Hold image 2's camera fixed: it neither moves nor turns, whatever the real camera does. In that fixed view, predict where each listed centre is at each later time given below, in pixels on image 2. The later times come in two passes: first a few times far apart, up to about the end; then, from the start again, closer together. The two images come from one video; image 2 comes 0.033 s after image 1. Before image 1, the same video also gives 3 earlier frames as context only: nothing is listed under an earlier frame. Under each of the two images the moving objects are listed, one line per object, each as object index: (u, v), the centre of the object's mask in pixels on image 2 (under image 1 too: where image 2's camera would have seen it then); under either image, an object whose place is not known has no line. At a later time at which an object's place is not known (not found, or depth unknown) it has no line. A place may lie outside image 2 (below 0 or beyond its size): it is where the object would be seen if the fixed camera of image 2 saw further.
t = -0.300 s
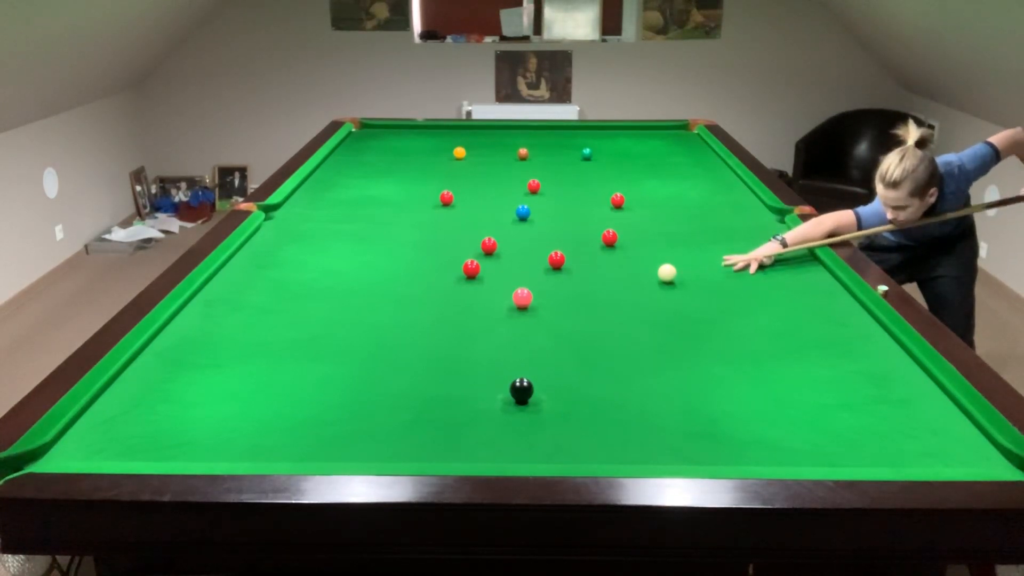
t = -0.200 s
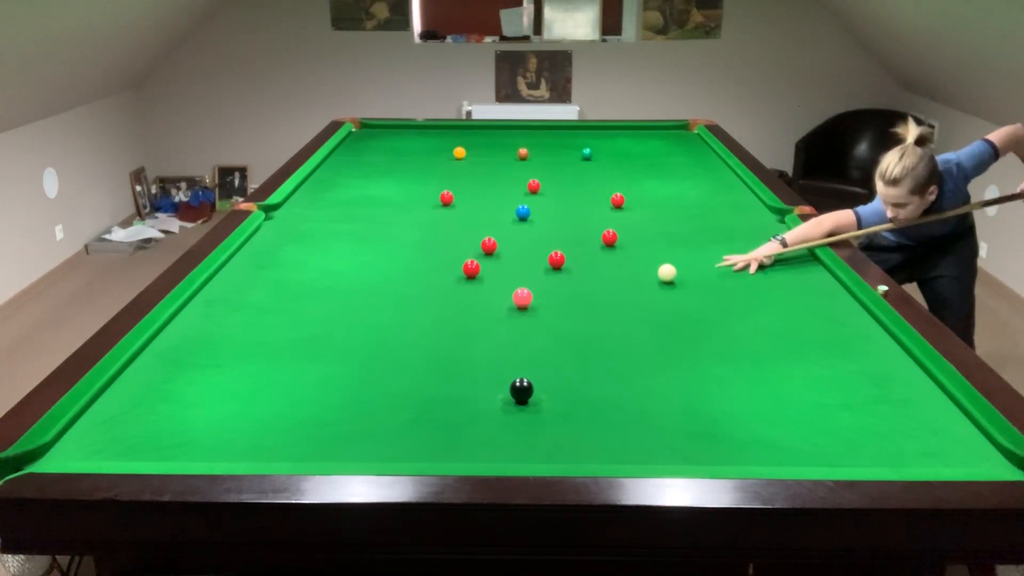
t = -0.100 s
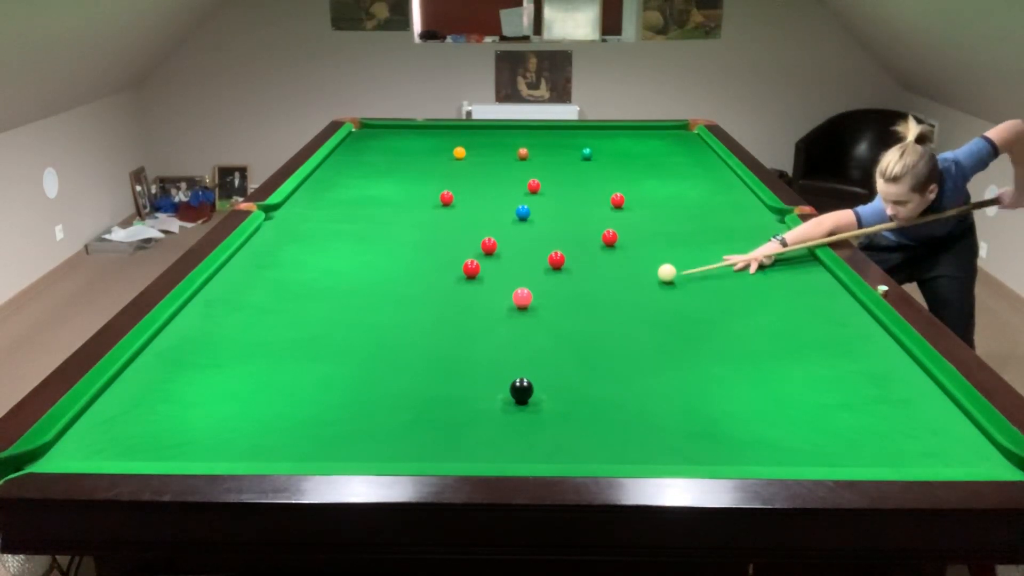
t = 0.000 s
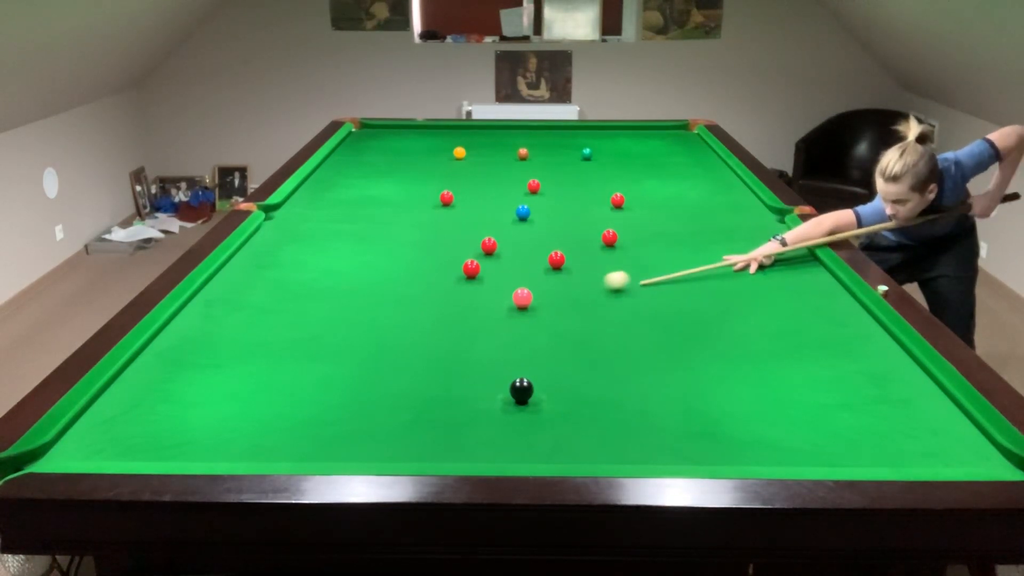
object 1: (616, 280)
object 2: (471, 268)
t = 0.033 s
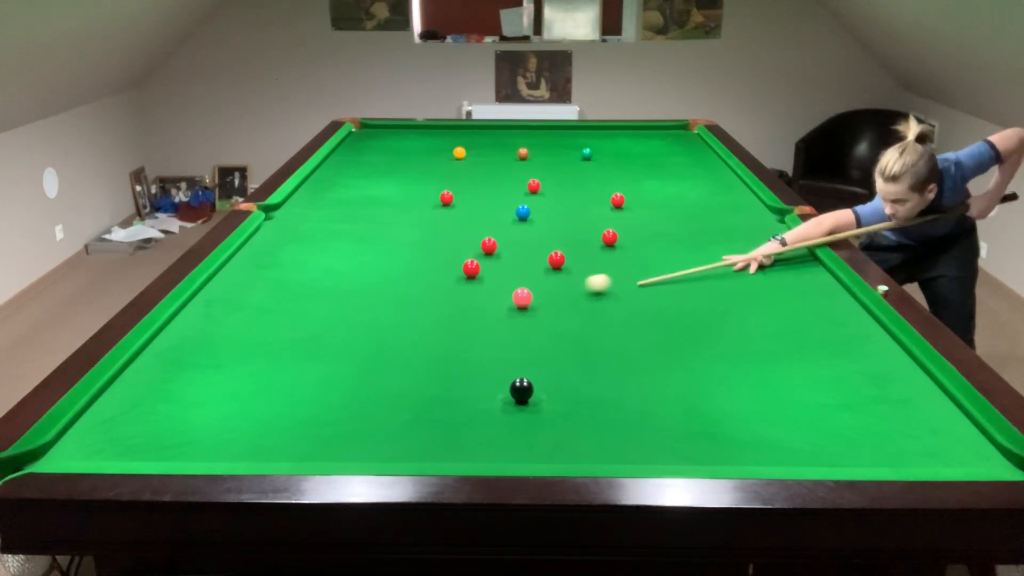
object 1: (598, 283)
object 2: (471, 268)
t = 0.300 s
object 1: (522, 287)
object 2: (471, 268)
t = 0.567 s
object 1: (507, 279)
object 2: (471, 268)
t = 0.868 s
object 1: (492, 270)
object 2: (471, 268)
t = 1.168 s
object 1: (488, 263)
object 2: (464, 268)
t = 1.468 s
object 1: (487, 257)
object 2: (459, 268)
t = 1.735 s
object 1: (485, 253)
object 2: (455, 268)
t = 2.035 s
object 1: (483, 250)
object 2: (455, 268)
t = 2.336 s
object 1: (481, 250)
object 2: (455, 268)
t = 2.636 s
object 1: (482, 250)
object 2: (455, 268)
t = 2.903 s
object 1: (482, 250)
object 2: (455, 268)
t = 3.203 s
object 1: (482, 250)
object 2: (455, 268)
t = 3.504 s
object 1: (482, 250)
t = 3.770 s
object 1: (482, 250)
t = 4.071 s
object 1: (481, 250)
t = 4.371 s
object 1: (482, 250)
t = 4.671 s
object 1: (482, 250)
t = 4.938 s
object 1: (482, 250)
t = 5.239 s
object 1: (482, 250)
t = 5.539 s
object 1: (482, 250)
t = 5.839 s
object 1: (482, 250)
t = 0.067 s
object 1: (578, 286)
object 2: (471, 268)
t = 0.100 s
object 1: (560, 289)
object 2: (471, 268)
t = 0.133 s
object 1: (543, 291)
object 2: (471, 268)
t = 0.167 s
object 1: (533, 292)
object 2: (471, 268)
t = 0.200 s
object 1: (529, 291)
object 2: (471, 268)
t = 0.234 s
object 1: (526, 289)
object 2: (471, 268)
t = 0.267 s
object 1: (524, 288)
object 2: (471, 268)
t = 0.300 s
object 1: (522, 287)
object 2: (471, 268)
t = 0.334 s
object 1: (520, 286)
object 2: (471, 268)
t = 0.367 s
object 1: (518, 285)
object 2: (471, 268)
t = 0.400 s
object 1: (516, 284)
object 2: (471, 268)
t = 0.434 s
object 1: (514, 283)
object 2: (471, 268)
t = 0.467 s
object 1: (512, 282)
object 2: (471, 268)
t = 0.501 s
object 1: (511, 281)
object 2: (471, 268)
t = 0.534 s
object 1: (509, 280)
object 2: (471, 268)
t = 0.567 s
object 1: (507, 279)
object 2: (471, 268)
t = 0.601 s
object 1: (505, 278)
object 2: (471, 268)
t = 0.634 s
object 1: (504, 277)
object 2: (471, 268)
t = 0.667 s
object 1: (502, 276)
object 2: (471, 268)
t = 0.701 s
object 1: (500, 275)
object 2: (471, 268)
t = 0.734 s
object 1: (499, 274)
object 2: (471, 268)
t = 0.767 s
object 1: (497, 273)
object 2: (471, 268)
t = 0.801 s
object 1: (495, 272)
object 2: (471, 268)
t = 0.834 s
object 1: (494, 272)
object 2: (471, 268)
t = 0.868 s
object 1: (492, 270)
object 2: (471, 268)
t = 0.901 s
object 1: (491, 270)
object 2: (471, 268)
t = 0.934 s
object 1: (489, 269)
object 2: (471, 268)
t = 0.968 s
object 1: (489, 268)
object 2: (470, 268)
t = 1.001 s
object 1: (489, 267)
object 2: (469, 268)
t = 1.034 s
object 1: (489, 266)
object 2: (468, 268)
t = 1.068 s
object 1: (488, 265)
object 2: (467, 268)
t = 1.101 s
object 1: (488, 265)
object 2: (466, 268)
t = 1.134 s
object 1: (488, 264)
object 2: (465, 268)
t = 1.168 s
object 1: (488, 263)
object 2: (464, 268)
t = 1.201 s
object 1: (488, 263)
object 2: (464, 268)
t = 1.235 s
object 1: (488, 262)
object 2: (463, 268)
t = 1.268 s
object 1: (487, 261)
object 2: (462, 268)
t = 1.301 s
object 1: (487, 261)
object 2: (462, 268)
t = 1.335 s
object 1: (487, 260)
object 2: (461, 268)
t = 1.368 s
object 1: (487, 259)
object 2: (460, 268)
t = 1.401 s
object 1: (487, 258)
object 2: (460, 268)
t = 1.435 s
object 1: (487, 258)
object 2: (459, 268)
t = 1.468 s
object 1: (487, 257)
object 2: (459, 268)
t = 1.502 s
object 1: (486, 257)
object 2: (458, 268)
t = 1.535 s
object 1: (486, 256)
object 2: (458, 268)
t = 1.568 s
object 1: (486, 255)
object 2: (457, 268)
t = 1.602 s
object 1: (486, 255)
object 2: (457, 268)
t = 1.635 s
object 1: (486, 254)
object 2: (456, 268)
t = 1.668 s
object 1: (486, 254)
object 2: (456, 268)
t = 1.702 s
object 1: (485, 253)
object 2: (456, 268)
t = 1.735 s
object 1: (485, 253)
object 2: (455, 268)
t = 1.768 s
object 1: (485, 252)
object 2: (455, 268)
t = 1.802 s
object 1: (485, 252)
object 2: (455, 268)
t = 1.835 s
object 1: (485, 251)
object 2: (455, 268)
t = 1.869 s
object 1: (485, 251)
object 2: (455, 268)
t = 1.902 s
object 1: (485, 251)
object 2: (455, 268)
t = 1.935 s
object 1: (484, 250)
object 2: (455, 268)
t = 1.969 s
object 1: (484, 250)
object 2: (454, 268)
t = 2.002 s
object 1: (484, 250)
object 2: (454, 268)
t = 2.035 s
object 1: (483, 250)
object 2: (455, 268)
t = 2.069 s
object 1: (483, 250)
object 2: (455, 268)
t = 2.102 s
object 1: (483, 250)
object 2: (455, 268)
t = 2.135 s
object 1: (482, 250)
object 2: (455, 268)
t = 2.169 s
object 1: (482, 250)
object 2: (455, 268)
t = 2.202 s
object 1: (482, 250)
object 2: (455, 268)
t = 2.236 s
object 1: (482, 250)
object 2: (455, 268)
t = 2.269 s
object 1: (482, 250)
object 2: (455, 268)
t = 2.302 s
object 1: (481, 250)
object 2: (455, 268)
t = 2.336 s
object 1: (481, 250)
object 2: (455, 268)
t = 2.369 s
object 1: (481, 250)
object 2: (455, 268)
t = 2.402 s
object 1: (481, 250)
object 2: (455, 268)
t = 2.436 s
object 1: (481, 250)
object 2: (455, 268)
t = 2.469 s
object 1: (481, 250)
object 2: (455, 268)
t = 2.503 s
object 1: (481, 250)
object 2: (455, 268)
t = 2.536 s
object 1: (481, 250)
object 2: (455, 268)
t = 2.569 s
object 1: (481, 250)
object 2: (455, 268)
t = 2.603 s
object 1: (481, 250)
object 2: (455, 268)
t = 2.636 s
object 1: (482, 250)
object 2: (455, 268)
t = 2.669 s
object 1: (482, 250)
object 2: (455, 268)
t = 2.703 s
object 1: (482, 250)
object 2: (455, 268)
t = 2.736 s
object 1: (482, 250)
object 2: (455, 268)
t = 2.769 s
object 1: (482, 250)
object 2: (455, 268)
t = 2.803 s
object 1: (482, 250)
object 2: (455, 268)
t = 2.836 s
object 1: (482, 250)
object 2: (455, 268)
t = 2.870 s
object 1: (482, 250)
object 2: (455, 268)
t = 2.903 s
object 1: (482, 250)
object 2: (455, 268)
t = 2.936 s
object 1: (482, 250)
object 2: (455, 268)
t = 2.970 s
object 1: (482, 250)
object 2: (455, 268)
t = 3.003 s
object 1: (482, 250)
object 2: (455, 268)
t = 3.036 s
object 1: (482, 250)
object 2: (455, 268)
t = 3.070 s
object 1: (482, 250)
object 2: (455, 268)
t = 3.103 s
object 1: (482, 250)
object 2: (455, 268)
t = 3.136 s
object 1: (482, 250)
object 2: (455, 268)
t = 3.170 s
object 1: (482, 250)
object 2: (455, 268)
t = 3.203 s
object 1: (482, 250)
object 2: (455, 268)
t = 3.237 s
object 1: (482, 250)
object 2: (455, 268)
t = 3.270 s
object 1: (482, 250)
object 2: (455, 268)
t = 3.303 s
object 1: (482, 250)
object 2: (455, 268)
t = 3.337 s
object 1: (482, 250)
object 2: (455, 268)
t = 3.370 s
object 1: (482, 250)
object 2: (455, 268)
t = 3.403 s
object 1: (482, 250)
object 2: (455, 268)
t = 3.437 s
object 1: (482, 250)
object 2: (455, 268)
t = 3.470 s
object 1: (482, 250)
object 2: (455, 268)
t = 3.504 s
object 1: (482, 250)
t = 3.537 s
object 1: (482, 250)
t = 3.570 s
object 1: (482, 250)
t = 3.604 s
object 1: (482, 250)
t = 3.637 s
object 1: (482, 250)
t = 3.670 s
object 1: (482, 250)
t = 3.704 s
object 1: (482, 250)
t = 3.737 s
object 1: (481, 250)
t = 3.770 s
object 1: (482, 250)
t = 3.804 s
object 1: (482, 250)
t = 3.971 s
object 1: (482, 250)
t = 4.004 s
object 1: (482, 250)
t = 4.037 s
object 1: (482, 250)
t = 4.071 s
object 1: (481, 250)
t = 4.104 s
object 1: (481, 250)
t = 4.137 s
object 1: (482, 250)
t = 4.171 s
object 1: (481, 250)
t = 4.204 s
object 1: (481, 250)
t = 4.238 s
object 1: (482, 250)
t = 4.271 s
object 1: (482, 250)
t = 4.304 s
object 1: (482, 250)
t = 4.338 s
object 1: (482, 250)
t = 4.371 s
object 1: (482, 250)
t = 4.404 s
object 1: (482, 250)
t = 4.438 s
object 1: (482, 250)
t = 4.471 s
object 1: (482, 250)
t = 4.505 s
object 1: (482, 250)
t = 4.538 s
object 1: (482, 250)
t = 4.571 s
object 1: (482, 250)
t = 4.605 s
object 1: (482, 250)
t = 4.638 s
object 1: (482, 250)
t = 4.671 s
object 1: (482, 250)
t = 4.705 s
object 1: (482, 250)
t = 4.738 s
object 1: (482, 250)
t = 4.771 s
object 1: (482, 250)
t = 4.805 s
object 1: (482, 250)
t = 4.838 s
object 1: (482, 250)
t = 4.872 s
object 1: (482, 250)
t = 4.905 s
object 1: (482, 250)
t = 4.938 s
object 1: (482, 250)
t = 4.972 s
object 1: (482, 250)
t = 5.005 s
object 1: (482, 250)
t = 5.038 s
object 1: (482, 250)
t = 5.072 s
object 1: (482, 250)
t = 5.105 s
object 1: (482, 250)
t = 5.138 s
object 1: (482, 250)
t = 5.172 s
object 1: (482, 250)
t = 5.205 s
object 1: (482, 250)
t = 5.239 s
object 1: (482, 250)
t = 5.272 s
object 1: (482, 250)
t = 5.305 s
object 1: (482, 250)
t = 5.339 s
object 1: (482, 250)
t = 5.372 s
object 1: (482, 250)
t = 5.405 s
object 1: (482, 250)
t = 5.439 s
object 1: (482, 250)
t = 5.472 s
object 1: (482, 250)
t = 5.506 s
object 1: (482, 250)
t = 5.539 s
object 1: (482, 250)
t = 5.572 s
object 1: (482, 250)
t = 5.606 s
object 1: (482, 250)
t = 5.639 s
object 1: (482, 250)
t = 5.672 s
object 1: (482, 250)
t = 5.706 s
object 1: (482, 250)
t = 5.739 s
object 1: (482, 250)
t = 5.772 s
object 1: (482, 250)
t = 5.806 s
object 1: (482, 250)
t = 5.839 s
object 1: (482, 250)
